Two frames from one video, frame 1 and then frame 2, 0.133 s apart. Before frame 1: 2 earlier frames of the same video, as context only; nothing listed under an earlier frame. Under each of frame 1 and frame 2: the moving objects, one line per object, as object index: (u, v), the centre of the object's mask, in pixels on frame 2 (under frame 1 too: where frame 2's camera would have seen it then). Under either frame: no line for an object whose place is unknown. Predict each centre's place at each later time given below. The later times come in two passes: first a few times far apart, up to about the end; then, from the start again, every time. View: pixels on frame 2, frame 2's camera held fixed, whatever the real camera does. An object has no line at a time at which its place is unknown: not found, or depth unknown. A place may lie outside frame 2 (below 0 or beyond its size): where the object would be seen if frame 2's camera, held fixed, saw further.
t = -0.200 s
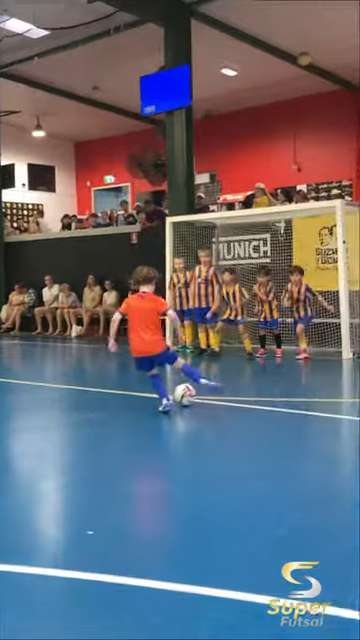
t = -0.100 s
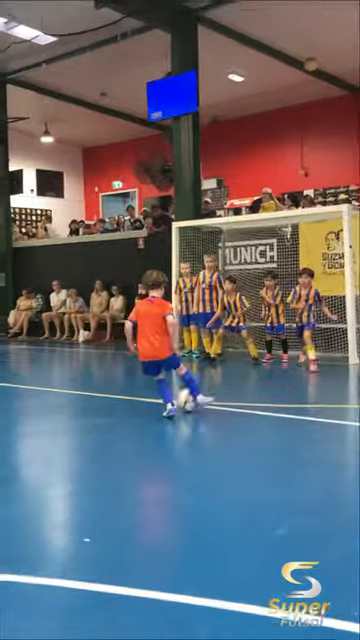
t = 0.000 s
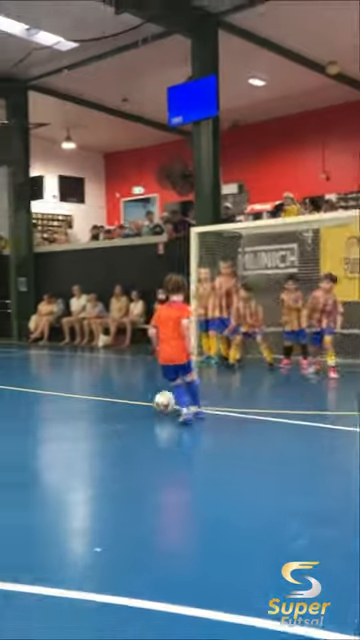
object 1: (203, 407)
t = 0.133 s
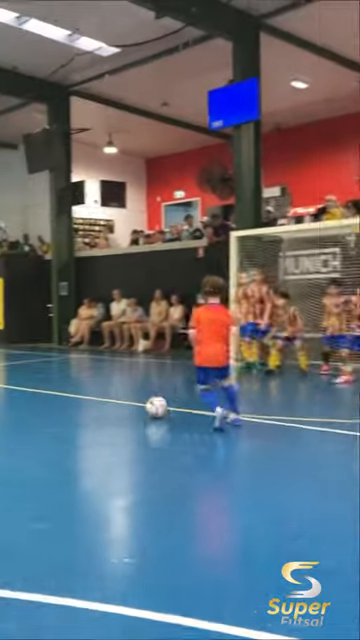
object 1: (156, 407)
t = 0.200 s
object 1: (137, 405)
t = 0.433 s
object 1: (74, 402)
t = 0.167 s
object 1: (146, 406)
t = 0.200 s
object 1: (137, 405)
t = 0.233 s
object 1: (127, 404)
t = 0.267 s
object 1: (118, 404)
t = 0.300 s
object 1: (109, 404)
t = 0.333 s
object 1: (100, 403)
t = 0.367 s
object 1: (91, 402)
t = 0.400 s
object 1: (83, 402)
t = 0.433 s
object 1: (74, 402)
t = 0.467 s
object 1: (66, 401)
